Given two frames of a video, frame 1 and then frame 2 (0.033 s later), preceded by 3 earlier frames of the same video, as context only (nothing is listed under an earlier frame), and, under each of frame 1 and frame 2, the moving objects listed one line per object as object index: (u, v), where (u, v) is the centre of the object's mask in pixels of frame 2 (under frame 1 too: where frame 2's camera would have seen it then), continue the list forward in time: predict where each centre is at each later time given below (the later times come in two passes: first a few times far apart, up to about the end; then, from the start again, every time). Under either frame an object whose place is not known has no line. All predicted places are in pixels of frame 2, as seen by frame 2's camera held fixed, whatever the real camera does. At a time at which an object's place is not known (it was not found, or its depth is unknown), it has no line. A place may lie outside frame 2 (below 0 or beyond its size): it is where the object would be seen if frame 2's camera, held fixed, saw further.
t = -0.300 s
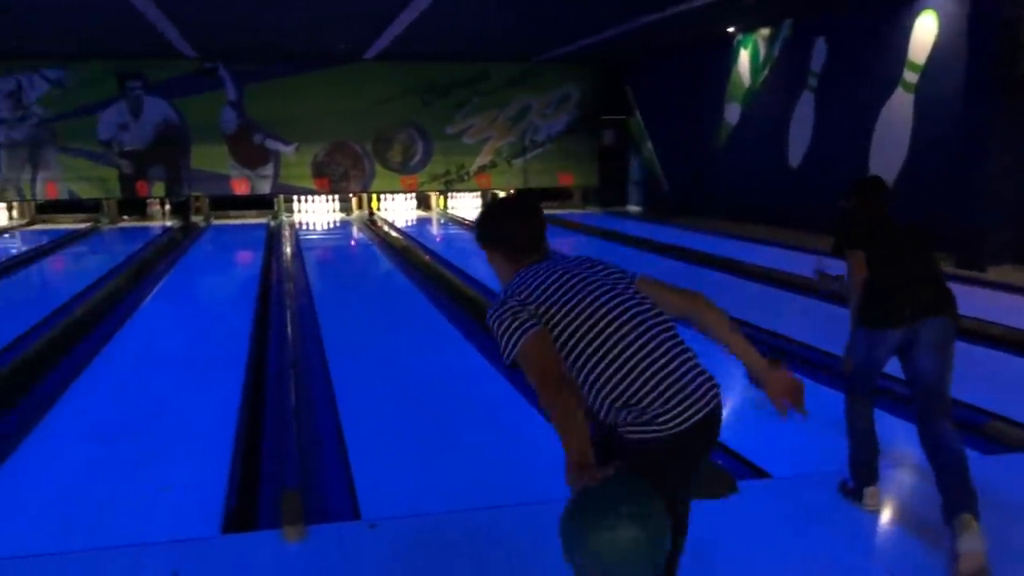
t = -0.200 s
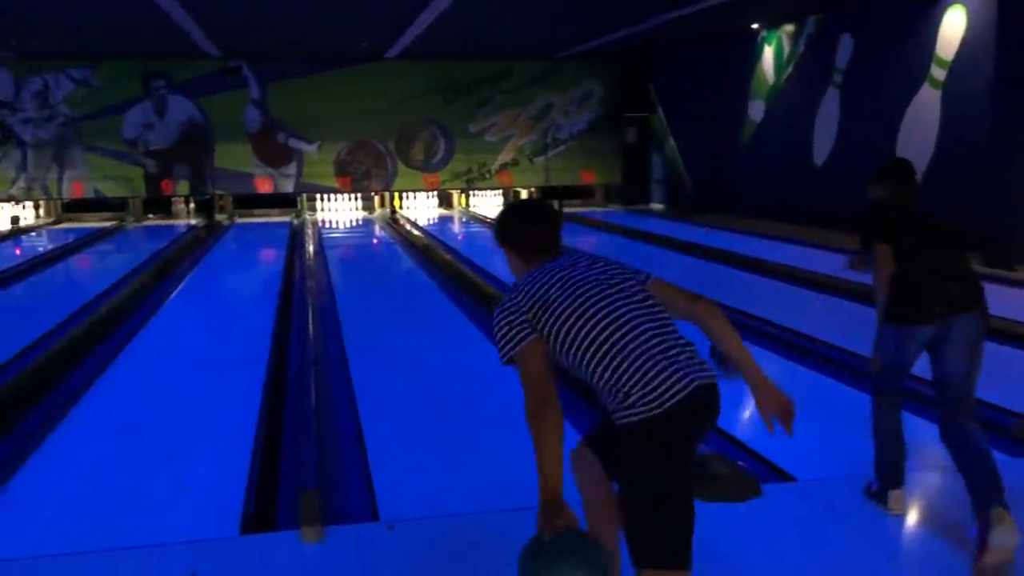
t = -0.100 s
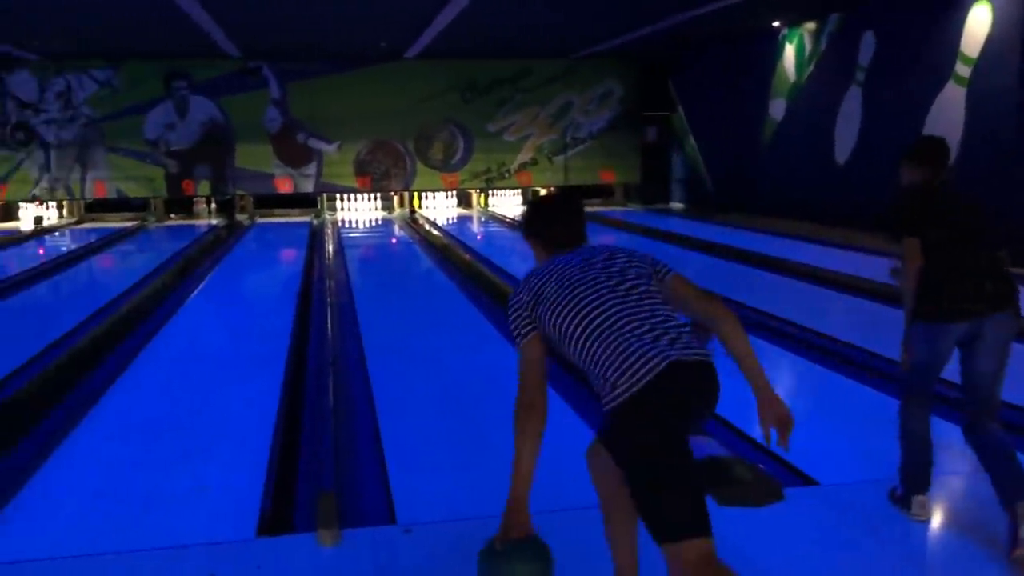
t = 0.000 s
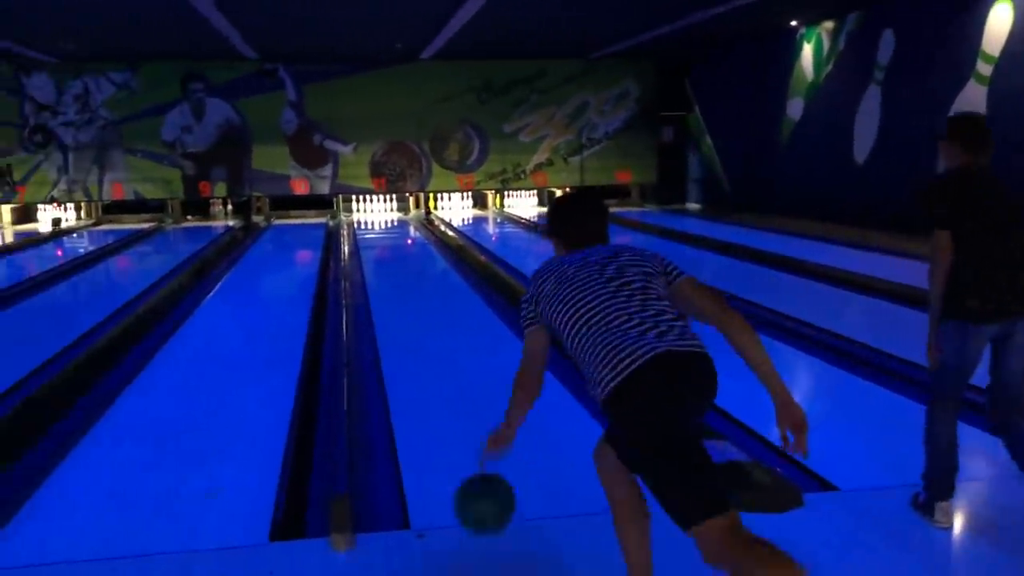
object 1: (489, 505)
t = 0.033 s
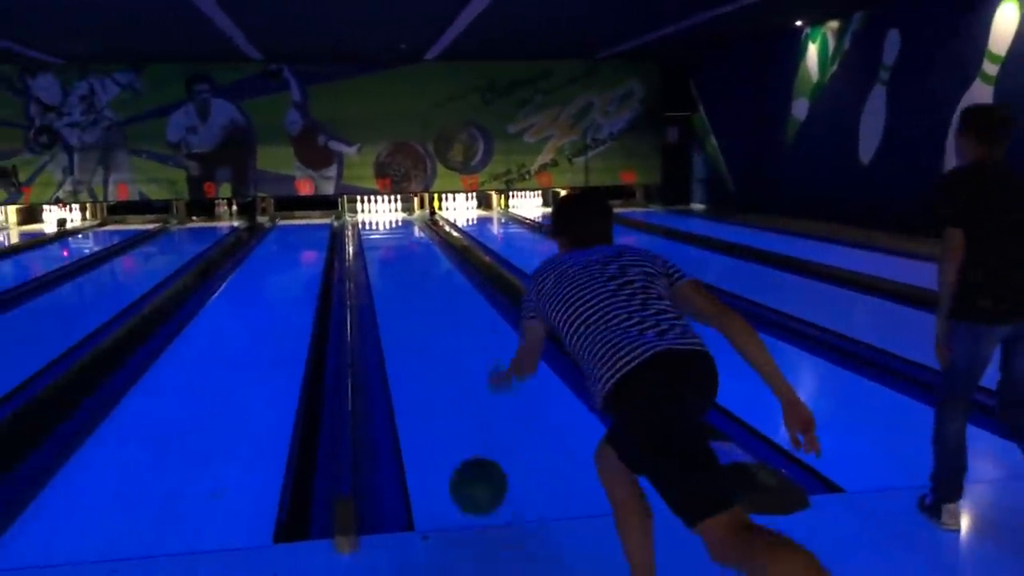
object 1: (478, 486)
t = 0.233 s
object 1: (437, 411)
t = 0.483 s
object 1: (410, 349)
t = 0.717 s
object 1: (394, 309)
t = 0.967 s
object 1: (383, 282)
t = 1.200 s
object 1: (377, 264)
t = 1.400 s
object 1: (372, 253)
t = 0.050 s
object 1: (474, 479)
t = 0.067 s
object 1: (469, 472)
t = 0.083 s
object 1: (465, 467)
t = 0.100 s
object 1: (461, 464)
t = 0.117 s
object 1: (459, 463)
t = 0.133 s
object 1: (455, 455)
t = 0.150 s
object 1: (451, 447)
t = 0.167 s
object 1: (449, 438)
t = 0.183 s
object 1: (445, 430)
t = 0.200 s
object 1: (442, 423)
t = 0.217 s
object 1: (439, 417)
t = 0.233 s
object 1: (437, 411)
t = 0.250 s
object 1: (435, 407)
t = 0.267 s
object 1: (433, 402)
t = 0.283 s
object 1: (430, 397)
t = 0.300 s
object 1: (428, 392)
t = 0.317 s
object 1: (426, 387)
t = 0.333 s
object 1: (424, 383)
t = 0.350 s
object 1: (422, 378)
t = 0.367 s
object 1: (420, 374)
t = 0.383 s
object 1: (419, 370)
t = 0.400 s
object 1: (417, 366)
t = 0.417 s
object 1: (415, 362)
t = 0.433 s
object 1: (414, 358)
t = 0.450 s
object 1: (413, 355)
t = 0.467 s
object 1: (411, 351)
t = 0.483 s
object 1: (410, 349)
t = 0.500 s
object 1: (408, 345)
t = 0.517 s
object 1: (407, 342)
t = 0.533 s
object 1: (406, 338)
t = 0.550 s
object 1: (405, 336)
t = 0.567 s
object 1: (403, 333)
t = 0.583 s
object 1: (402, 330)
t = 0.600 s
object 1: (401, 327)
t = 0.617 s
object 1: (400, 324)
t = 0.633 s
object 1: (399, 322)
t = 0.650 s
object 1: (398, 319)
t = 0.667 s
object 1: (397, 317)
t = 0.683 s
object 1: (395, 315)
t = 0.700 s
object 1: (395, 312)
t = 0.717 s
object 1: (394, 309)
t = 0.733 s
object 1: (393, 307)
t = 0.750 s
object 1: (392, 306)
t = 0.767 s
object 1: (391, 303)
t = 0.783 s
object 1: (390, 301)
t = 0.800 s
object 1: (390, 299)
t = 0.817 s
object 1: (389, 298)
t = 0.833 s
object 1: (388, 296)
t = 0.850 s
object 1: (388, 294)
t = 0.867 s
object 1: (387, 292)
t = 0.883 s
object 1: (386, 290)
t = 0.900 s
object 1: (386, 288)
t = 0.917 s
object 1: (385, 287)
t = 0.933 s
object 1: (385, 286)
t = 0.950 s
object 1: (383, 284)
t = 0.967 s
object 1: (383, 282)
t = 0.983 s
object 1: (383, 281)
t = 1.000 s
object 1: (382, 279)
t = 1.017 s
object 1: (382, 278)
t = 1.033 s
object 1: (381, 276)
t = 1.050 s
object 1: (381, 275)
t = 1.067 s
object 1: (381, 274)
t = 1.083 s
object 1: (380, 273)
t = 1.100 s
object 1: (380, 271)
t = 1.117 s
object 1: (379, 270)
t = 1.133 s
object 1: (378, 269)
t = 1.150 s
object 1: (378, 268)
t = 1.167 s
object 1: (377, 267)
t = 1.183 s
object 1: (377, 265)
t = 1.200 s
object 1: (377, 264)
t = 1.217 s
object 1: (376, 263)
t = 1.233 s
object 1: (376, 263)
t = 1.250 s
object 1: (376, 262)
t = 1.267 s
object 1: (375, 260)
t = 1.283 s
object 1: (375, 260)
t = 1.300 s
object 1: (375, 258)
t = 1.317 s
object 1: (374, 257)
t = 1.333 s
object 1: (373, 256)
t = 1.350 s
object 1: (374, 256)
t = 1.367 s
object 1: (373, 255)
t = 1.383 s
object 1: (373, 254)
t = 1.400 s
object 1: (372, 253)
